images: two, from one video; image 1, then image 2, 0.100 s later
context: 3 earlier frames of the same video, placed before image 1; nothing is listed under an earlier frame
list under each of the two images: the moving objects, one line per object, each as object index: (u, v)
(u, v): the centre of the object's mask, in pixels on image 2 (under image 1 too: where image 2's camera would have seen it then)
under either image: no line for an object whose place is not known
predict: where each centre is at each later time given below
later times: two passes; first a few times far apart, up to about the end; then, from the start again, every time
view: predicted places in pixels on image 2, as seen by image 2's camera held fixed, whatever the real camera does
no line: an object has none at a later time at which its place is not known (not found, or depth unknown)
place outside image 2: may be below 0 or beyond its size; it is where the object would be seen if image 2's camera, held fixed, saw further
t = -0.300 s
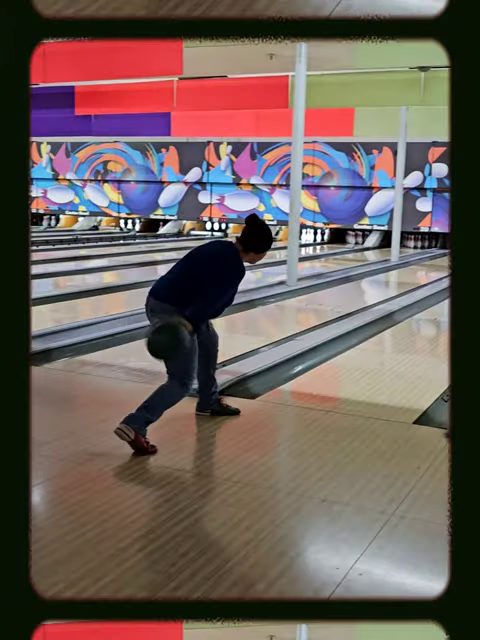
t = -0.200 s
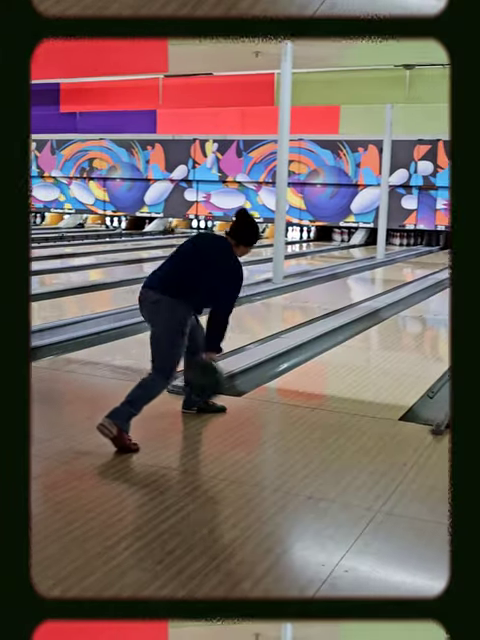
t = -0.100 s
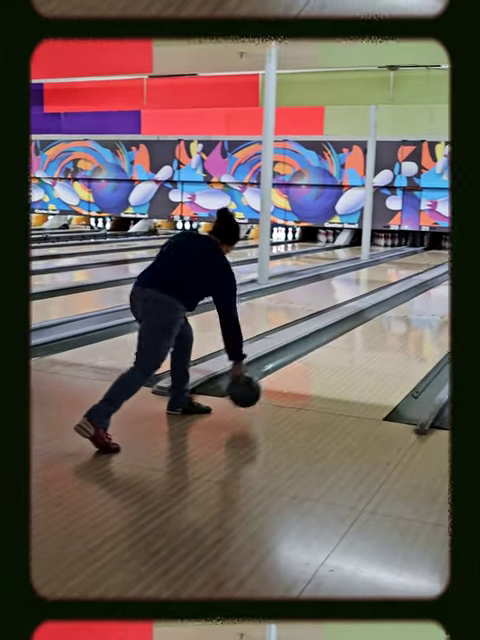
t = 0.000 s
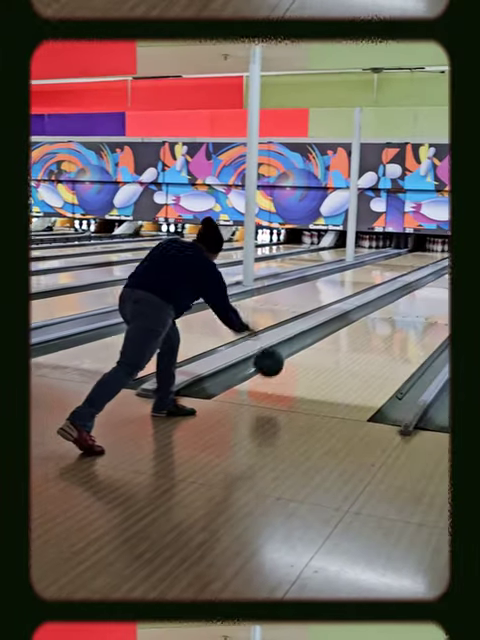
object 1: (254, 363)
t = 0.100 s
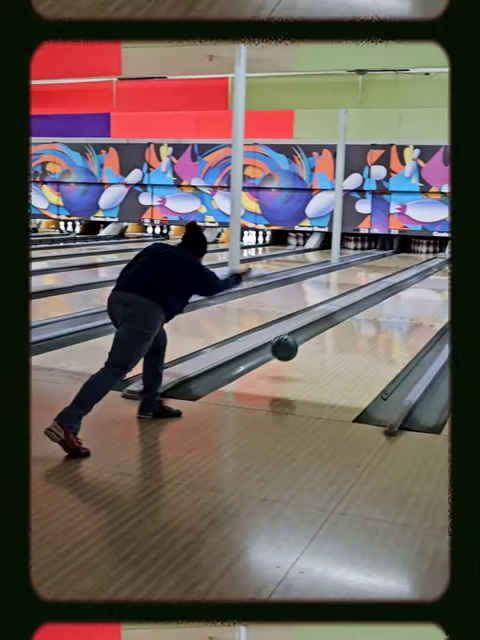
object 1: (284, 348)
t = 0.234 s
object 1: (315, 344)
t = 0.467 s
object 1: (354, 320)
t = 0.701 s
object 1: (382, 304)
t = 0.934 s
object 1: (402, 292)
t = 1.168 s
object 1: (418, 283)
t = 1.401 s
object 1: (431, 275)
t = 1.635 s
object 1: (441, 270)
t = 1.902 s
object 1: (450, 263)
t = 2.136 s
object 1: (457, 260)
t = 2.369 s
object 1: (463, 256)
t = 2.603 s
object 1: (467, 254)
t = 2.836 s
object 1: (473, 252)
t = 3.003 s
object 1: (476, 250)
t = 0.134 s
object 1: (292, 346)
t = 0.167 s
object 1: (300, 345)
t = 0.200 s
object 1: (308, 347)
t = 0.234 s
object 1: (315, 344)
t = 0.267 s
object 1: (322, 340)
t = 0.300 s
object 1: (328, 336)
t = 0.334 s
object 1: (334, 333)
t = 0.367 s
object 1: (339, 329)
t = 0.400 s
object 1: (344, 326)
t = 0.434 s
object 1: (350, 323)
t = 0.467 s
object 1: (354, 320)
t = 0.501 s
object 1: (359, 318)
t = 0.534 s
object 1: (363, 315)
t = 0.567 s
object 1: (367, 312)
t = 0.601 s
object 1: (371, 310)
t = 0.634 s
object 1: (375, 308)
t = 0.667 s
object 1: (378, 306)
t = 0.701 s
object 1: (382, 304)
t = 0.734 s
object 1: (385, 302)
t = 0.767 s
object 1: (388, 300)
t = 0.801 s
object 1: (391, 298)
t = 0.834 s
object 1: (394, 297)
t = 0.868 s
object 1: (396, 295)
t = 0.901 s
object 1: (399, 293)
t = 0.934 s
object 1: (402, 292)
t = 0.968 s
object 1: (404, 290)
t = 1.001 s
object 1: (407, 289)
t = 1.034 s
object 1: (409, 288)
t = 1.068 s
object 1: (411, 286)
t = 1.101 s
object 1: (413, 285)
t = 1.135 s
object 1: (416, 284)
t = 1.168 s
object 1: (418, 283)
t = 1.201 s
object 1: (420, 282)
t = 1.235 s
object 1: (421, 280)
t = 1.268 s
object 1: (423, 279)
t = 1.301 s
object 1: (425, 279)
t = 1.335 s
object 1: (427, 278)
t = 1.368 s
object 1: (429, 277)
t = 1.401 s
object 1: (431, 275)
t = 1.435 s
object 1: (432, 274)
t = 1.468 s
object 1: (434, 273)
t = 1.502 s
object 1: (435, 272)
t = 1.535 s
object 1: (437, 271)
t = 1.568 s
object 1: (437, 271)
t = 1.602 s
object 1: (439, 271)
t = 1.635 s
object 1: (441, 270)
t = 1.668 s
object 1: (442, 270)
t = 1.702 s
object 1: (444, 269)
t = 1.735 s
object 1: (444, 267)
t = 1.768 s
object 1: (446, 267)
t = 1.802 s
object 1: (446, 266)
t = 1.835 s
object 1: (448, 265)
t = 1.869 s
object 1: (449, 264)
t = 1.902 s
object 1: (450, 263)
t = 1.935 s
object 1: (451, 263)
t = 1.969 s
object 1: (452, 262)
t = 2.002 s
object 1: (453, 262)
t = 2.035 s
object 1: (454, 261)
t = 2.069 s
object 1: (455, 261)
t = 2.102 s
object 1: (456, 260)
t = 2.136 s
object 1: (457, 260)
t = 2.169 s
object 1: (458, 259)
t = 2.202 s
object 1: (459, 258)
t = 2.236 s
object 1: (460, 258)
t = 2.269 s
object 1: (460, 258)
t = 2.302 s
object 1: (461, 258)
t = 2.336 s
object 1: (462, 257)
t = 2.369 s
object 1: (463, 256)
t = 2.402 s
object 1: (463, 256)
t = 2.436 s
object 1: (464, 256)
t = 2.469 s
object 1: (465, 255)
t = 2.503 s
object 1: (465, 255)
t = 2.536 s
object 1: (466, 255)
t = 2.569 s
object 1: (466, 255)
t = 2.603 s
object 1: (467, 254)
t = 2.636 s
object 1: (469, 253)
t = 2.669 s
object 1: (470, 254)
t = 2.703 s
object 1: (470, 253)
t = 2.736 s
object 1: (471, 253)
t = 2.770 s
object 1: (472, 252)
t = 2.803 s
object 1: (472, 252)
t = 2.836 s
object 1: (473, 252)
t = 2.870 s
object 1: (473, 251)
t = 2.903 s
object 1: (474, 251)
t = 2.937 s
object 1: (475, 250)
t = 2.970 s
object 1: (476, 250)
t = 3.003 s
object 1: (476, 250)
